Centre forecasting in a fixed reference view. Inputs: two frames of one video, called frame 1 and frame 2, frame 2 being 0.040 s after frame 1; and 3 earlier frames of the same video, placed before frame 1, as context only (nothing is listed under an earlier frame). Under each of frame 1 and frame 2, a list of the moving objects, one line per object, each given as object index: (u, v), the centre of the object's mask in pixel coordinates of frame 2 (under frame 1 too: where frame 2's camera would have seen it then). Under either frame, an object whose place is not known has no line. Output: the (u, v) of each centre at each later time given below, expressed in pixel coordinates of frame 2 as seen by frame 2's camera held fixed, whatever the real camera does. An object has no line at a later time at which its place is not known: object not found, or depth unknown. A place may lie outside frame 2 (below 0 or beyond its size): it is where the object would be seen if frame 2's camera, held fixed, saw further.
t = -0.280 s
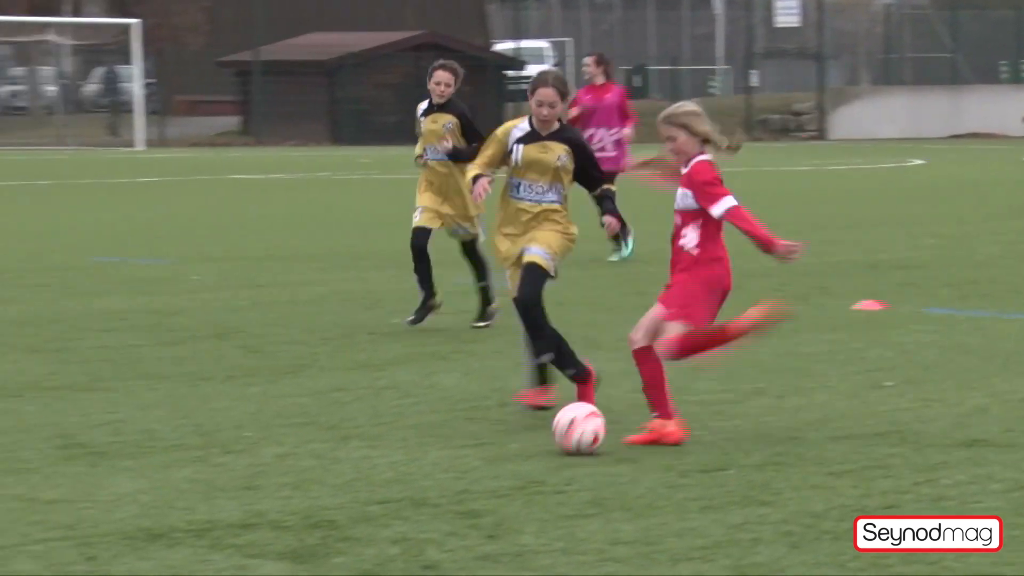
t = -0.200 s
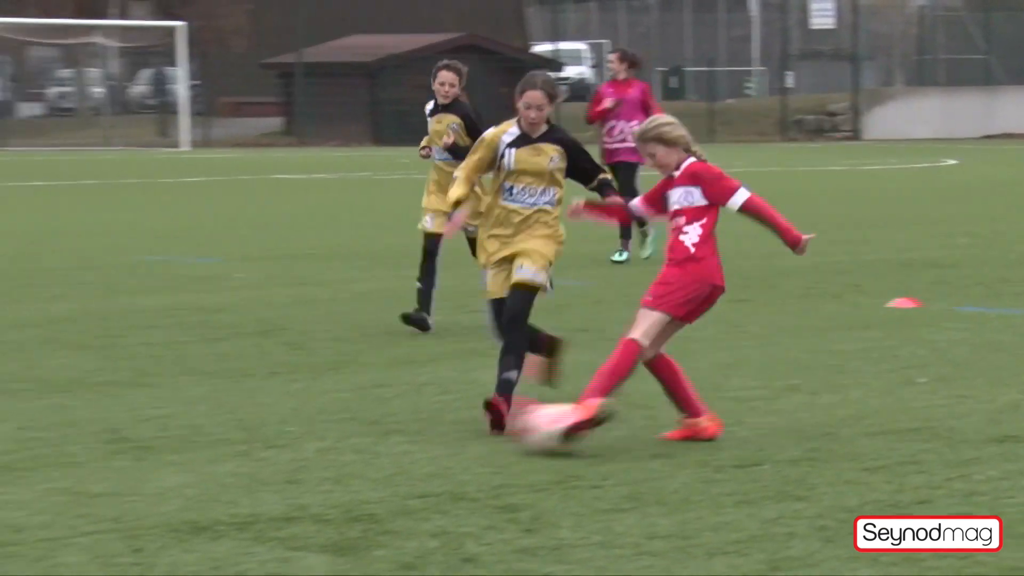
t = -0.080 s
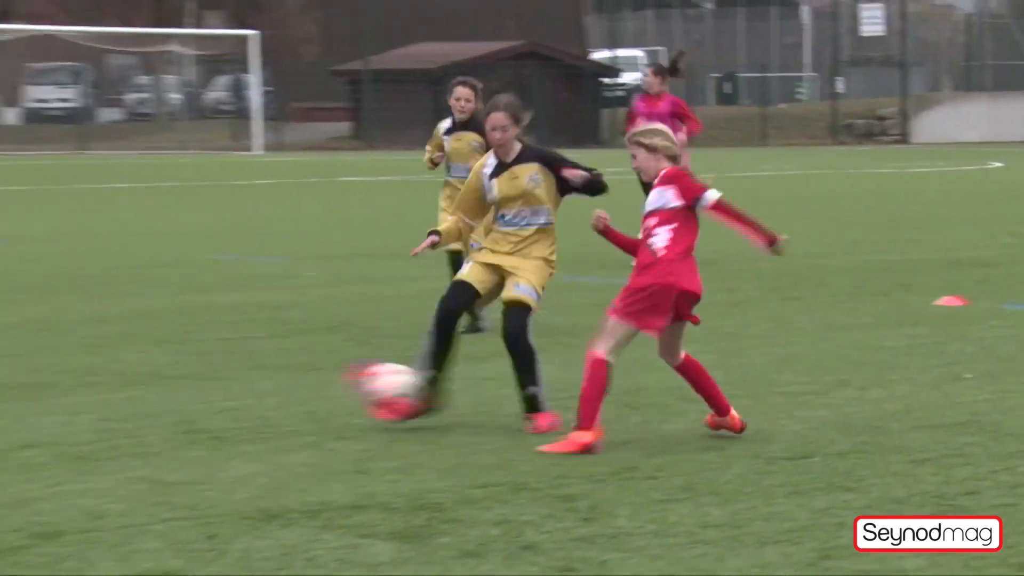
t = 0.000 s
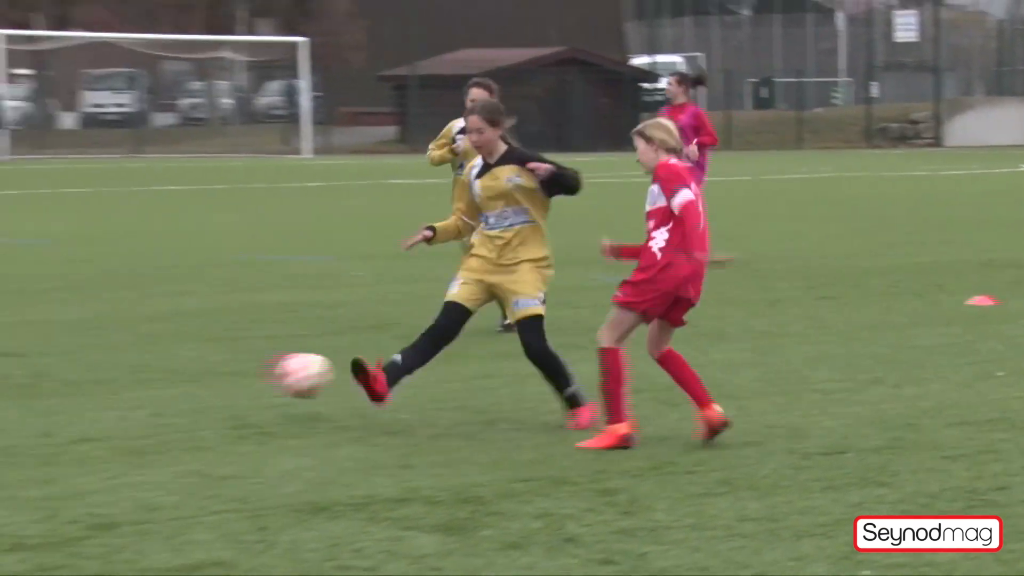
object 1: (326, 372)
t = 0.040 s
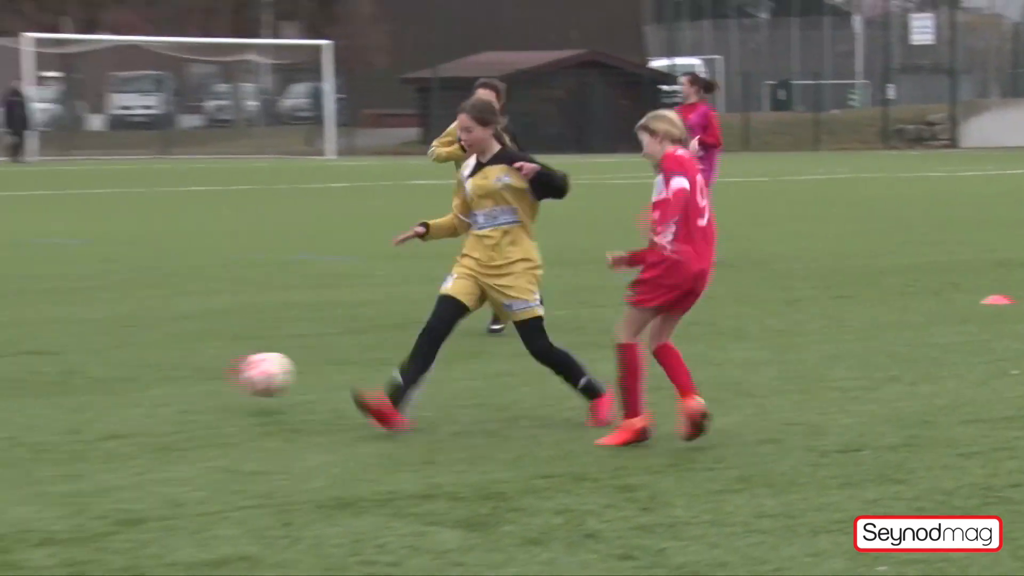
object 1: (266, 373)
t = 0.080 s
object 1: (207, 378)
